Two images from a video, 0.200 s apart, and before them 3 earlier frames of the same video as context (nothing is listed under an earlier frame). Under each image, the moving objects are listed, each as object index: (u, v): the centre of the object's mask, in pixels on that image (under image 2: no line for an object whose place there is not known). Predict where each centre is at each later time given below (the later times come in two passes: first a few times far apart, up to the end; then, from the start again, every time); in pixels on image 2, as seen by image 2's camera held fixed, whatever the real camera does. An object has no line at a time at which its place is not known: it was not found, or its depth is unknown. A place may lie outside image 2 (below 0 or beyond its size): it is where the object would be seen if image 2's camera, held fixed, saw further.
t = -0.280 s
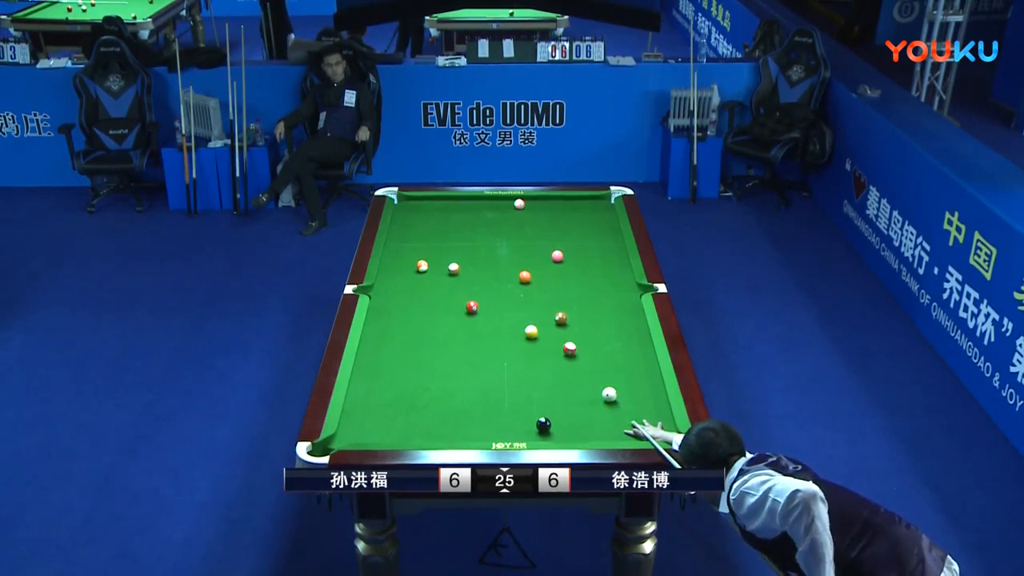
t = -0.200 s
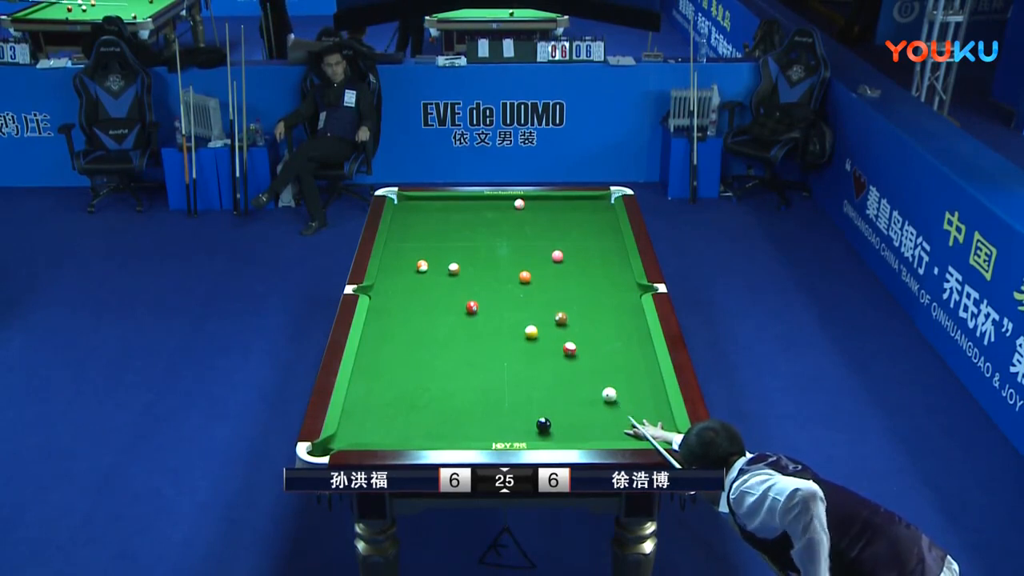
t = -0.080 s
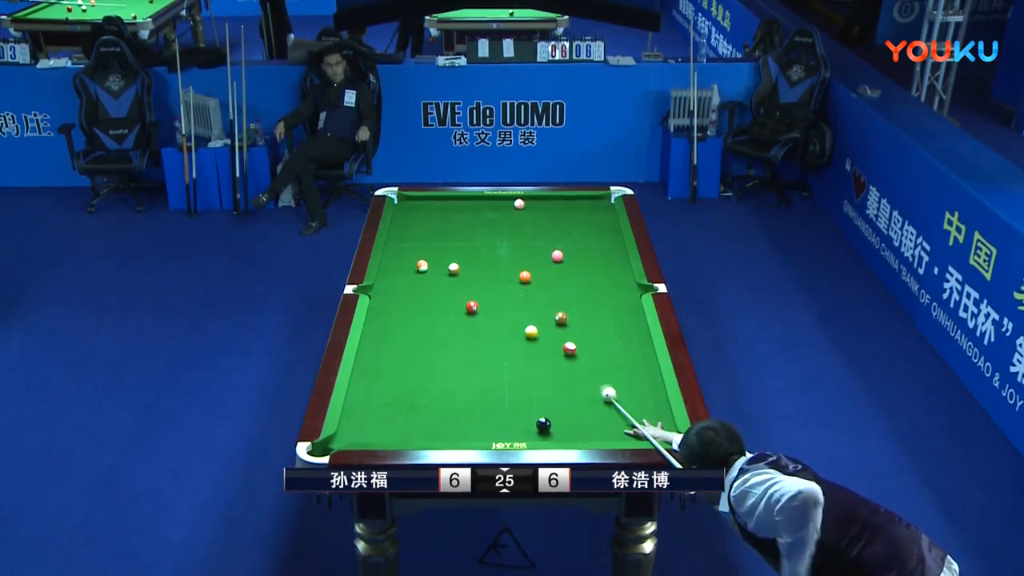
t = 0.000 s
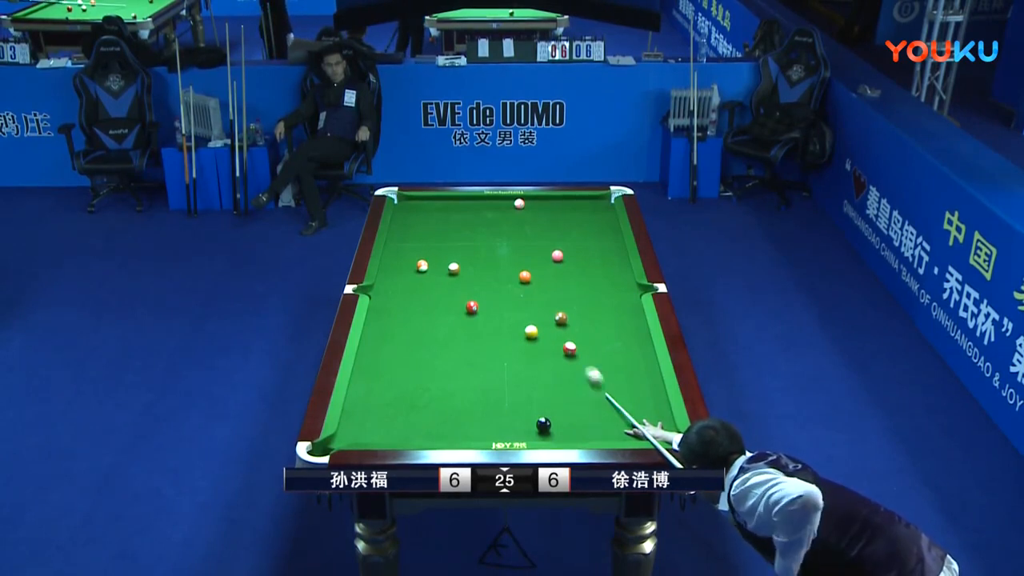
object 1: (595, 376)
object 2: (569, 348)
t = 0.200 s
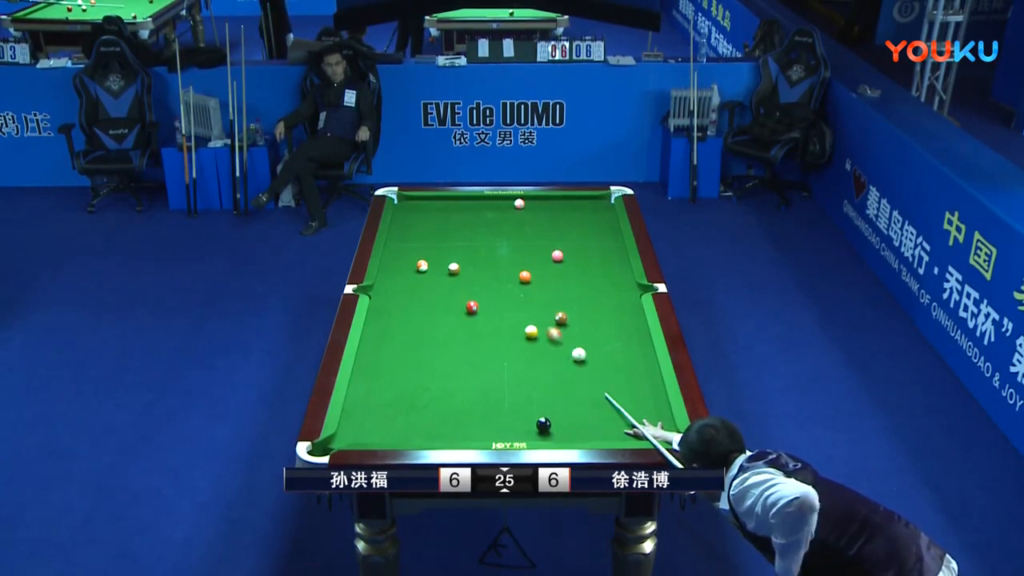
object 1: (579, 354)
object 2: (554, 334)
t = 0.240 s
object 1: (580, 354)
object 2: (548, 328)
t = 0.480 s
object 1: (586, 354)
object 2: (518, 302)
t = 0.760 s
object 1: (591, 355)
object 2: (488, 276)
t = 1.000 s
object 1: (594, 355)
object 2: (466, 255)
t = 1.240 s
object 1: (596, 355)
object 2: (446, 236)
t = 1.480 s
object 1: (598, 355)
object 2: (428, 220)
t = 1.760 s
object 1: (597, 355)
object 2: (408, 203)
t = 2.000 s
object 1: (597, 355)
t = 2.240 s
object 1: (597, 355)
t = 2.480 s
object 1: (597, 355)
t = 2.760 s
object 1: (597, 355)
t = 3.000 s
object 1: (597, 355)
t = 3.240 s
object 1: (597, 355)
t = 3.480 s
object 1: (597, 355)
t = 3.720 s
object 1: (597, 355)
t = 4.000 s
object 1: (597, 355)
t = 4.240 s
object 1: (597, 355)
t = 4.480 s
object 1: (597, 355)
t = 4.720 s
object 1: (597, 355)
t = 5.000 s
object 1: (597, 355)
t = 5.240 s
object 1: (597, 355)
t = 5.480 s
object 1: (597, 355)
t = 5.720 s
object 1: (597, 355)
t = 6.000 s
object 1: (597, 355)
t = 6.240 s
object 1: (597, 355)
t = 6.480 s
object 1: (597, 355)
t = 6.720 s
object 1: (597, 355)
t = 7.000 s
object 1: (597, 355)
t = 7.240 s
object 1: (597, 355)
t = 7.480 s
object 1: (597, 355)
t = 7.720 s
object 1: (597, 355)
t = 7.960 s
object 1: (597, 355)
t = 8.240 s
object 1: (597, 355)
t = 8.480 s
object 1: (597, 355)
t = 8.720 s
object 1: (597, 355)
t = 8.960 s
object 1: (597, 355)
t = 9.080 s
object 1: (597, 355)
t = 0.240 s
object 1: (580, 354)
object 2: (548, 328)
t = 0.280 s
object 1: (581, 354)
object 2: (542, 323)
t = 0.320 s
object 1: (582, 354)
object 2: (537, 319)
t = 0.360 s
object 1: (583, 354)
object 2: (532, 314)
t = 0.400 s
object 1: (584, 354)
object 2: (528, 310)
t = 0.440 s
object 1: (585, 355)
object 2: (523, 306)
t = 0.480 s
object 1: (586, 354)
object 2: (518, 302)
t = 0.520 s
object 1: (587, 354)
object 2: (514, 298)
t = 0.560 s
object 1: (587, 354)
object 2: (510, 294)
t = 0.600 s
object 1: (588, 355)
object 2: (505, 290)
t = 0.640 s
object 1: (589, 355)
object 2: (501, 286)
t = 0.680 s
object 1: (590, 355)
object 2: (497, 283)
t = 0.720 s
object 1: (591, 355)
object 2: (493, 279)
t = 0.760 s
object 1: (591, 355)
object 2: (488, 276)
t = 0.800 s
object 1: (592, 355)
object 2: (485, 272)
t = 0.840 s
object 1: (592, 355)
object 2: (481, 268)
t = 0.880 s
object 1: (593, 355)
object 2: (477, 265)
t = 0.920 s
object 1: (593, 355)
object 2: (474, 262)
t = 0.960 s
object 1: (594, 355)
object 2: (470, 258)
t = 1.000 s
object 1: (594, 355)
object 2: (466, 255)
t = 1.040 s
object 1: (595, 355)
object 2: (463, 252)
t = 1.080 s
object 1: (595, 355)
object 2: (459, 249)
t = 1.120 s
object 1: (596, 355)
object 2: (456, 246)
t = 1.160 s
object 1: (596, 355)
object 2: (453, 243)
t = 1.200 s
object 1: (596, 355)
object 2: (449, 240)
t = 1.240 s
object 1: (596, 355)
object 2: (446, 236)
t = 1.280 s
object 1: (597, 355)
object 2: (443, 234)
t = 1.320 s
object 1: (597, 355)
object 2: (440, 231)
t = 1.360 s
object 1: (597, 355)
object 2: (437, 229)
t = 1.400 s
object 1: (597, 355)
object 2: (434, 225)
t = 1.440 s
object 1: (597, 355)
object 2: (431, 223)
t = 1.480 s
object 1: (598, 355)
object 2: (428, 220)
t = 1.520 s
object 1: (597, 355)
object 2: (425, 218)
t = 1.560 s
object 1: (598, 355)
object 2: (422, 215)
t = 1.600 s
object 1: (598, 355)
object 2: (419, 213)
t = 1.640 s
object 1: (598, 355)
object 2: (416, 209)
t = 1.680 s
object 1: (598, 355)
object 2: (413, 208)
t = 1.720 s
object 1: (598, 355)
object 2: (411, 205)
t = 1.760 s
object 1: (597, 355)
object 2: (408, 203)
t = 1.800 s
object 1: (597, 355)
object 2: (406, 200)
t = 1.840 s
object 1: (597, 355)
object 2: (403, 199)
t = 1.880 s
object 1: (597, 355)
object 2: (401, 196)
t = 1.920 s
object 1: (597, 355)
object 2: (397, 197)
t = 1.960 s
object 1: (597, 355)
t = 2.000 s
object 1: (597, 355)
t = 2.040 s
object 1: (597, 355)
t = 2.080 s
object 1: (597, 355)
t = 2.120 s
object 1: (597, 355)
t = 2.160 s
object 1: (597, 355)
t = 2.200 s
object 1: (597, 355)
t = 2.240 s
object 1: (597, 355)
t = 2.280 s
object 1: (597, 355)
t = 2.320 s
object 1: (597, 355)
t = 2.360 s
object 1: (597, 355)
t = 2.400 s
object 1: (597, 355)
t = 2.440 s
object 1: (597, 355)
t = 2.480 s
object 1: (597, 355)
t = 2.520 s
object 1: (597, 355)
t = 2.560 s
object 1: (597, 355)
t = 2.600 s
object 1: (597, 355)
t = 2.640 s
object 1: (597, 355)
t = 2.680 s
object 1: (597, 355)
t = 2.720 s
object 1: (597, 355)
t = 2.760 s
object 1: (597, 355)
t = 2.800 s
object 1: (597, 355)
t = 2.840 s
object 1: (597, 355)
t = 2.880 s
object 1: (597, 355)
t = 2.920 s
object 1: (597, 355)
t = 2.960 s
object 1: (597, 355)
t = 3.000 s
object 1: (597, 355)
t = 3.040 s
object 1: (597, 355)
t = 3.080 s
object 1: (597, 355)
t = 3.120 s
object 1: (597, 355)
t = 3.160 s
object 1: (597, 355)
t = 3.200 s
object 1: (597, 355)
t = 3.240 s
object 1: (597, 355)
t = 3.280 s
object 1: (597, 355)
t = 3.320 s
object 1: (597, 355)
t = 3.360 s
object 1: (597, 355)
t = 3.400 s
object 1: (597, 355)
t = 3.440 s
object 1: (597, 355)
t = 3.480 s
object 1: (597, 355)
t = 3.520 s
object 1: (597, 355)
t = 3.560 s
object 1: (597, 355)
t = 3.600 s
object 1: (597, 355)
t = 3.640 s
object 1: (597, 355)
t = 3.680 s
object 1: (597, 355)
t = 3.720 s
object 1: (597, 355)
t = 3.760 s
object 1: (597, 355)
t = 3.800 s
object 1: (597, 355)
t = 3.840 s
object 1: (597, 355)
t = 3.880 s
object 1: (597, 355)
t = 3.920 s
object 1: (597, 355)
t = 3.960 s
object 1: (597, 355)
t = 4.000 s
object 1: (597, 355)
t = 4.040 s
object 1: (597, 355)
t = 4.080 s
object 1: (597, 355)
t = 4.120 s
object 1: (597, 355)
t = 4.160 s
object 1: (597, 355)
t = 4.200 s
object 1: (597, 355)
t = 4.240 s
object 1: (597, 355)
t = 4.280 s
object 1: (597, 355)
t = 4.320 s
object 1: (597, 355)
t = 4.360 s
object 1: (597, 355)
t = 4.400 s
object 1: (597, 355)
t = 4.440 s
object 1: (597, 355)
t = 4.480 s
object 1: (597, 355)
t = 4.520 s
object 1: (597, 355)
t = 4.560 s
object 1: (597, 355)
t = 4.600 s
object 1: (597, 355)
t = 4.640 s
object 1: (597, 355)
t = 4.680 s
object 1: (597, 355)
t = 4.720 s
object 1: (597, 355)
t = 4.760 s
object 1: (597, 355)
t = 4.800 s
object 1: (597, 355)
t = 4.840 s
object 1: (597, 355)
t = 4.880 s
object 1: (597, 355)
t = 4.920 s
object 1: (597, 355)
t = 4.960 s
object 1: (597, 355)
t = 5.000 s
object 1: (597, 355)
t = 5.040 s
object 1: (597, 355)
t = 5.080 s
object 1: (597, 355)
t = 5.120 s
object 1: (597, 355)
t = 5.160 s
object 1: (597, 355)
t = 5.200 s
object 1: (597, 355)
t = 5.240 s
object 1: (597, 355)
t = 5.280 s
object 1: (597, 355)
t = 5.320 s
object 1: (597, 355)
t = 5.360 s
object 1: (597, 355)
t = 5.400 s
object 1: (597, 355)
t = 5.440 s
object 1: (597, 355)
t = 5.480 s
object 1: (597, 355)
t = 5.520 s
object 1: (597, 355)
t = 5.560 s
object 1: (597, 355)
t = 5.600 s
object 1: (597, 355)
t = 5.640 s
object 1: (597, 355)
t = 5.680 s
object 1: (597, 355)
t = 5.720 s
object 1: (597, 355)
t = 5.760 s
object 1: (597, 355)
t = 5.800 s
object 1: (597, 355)
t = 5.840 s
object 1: (597, 355)
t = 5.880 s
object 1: (597, 355)
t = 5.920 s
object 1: (597, 355)
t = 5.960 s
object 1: (597, 355)
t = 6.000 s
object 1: (597, 355)
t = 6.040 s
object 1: (597, 355)
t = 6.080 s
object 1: (597, 355)
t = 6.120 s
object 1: (597, 355)
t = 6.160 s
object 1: (597, 355)
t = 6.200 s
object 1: (597, 355)
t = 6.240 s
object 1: (597, 355)
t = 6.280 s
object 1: (597, 355)
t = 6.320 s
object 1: (597, 355)
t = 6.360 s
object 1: (597, 355)
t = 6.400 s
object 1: (597, 355)
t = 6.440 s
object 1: (597, 355)
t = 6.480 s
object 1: (597, 355)
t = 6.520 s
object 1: (597, 355)
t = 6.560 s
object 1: (597, 355)
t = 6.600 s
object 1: (597, 355)
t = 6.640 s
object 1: (597, 355)
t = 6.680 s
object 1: (597, 355)
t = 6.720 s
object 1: (597, 355)
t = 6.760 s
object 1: (597, 355)
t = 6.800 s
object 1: (597, 355)
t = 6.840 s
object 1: (597, 355)
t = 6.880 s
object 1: (597, 355)
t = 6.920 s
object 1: (597, 355)
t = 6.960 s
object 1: (597, 355)
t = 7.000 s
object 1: (597, 355)
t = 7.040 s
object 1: (597, 355)
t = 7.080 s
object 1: (597, 355)
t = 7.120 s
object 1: (597, 355)
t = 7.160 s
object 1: (597, 355)
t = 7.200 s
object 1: (597, 355)
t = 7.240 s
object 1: (597, 355)
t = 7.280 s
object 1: (597, 355)
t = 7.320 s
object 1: (597, 355)
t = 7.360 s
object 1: (597, 355)
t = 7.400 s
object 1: (597, 355)
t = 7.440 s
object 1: (597, 355)
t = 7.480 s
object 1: (597, 355)
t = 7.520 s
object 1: (597, 355)
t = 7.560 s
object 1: (597, 355)
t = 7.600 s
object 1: (597, 355)
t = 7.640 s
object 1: (597, 355)
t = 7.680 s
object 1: (597, 355)
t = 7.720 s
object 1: (597, 355)
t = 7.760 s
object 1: (597, 355)
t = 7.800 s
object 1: (597, 355)
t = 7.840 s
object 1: (597, 355)
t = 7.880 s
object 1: (597, 355)
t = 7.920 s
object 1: (597, 355)
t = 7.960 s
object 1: (597, 355)
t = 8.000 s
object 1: (597, 355)
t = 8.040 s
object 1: (597, 355)
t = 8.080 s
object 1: (597, 355)
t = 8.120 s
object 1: (597, 355)
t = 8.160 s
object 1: (597, 355)
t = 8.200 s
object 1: (597, 355)
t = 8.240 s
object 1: (597, 355)
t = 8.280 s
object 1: (597, 355)
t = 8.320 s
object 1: (597, 355)
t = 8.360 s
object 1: (597, 355)
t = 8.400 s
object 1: (597, 355)
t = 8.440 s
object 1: (597, 355)
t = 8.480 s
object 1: (597, 355)
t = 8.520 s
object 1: (597, 355)
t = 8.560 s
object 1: (597, 355)
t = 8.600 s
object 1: (597, 355)
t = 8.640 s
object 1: (597, 355)
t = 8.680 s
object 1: (597, 355)
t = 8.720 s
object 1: (597, 355)
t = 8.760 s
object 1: (597, 355)
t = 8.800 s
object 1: (597, 355)
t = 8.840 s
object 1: (597, 355)
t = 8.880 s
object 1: (597, 355)
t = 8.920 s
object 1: (597, 355)
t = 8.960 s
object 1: (597, 355)
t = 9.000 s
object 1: (597, 355)
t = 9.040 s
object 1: (597, 355)
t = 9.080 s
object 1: (597, 355)
